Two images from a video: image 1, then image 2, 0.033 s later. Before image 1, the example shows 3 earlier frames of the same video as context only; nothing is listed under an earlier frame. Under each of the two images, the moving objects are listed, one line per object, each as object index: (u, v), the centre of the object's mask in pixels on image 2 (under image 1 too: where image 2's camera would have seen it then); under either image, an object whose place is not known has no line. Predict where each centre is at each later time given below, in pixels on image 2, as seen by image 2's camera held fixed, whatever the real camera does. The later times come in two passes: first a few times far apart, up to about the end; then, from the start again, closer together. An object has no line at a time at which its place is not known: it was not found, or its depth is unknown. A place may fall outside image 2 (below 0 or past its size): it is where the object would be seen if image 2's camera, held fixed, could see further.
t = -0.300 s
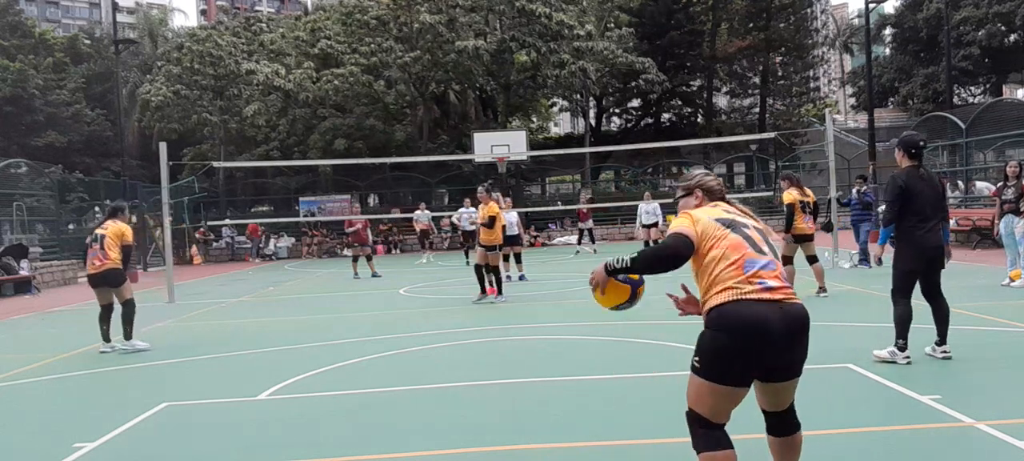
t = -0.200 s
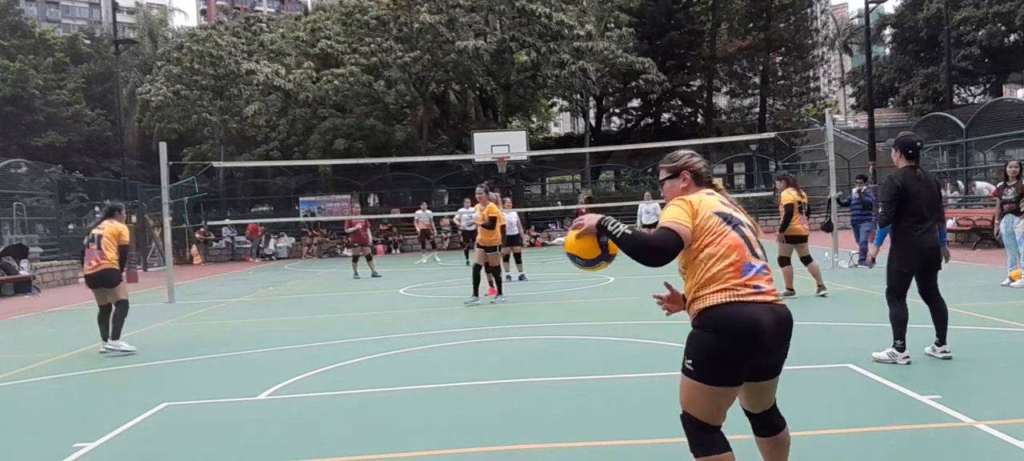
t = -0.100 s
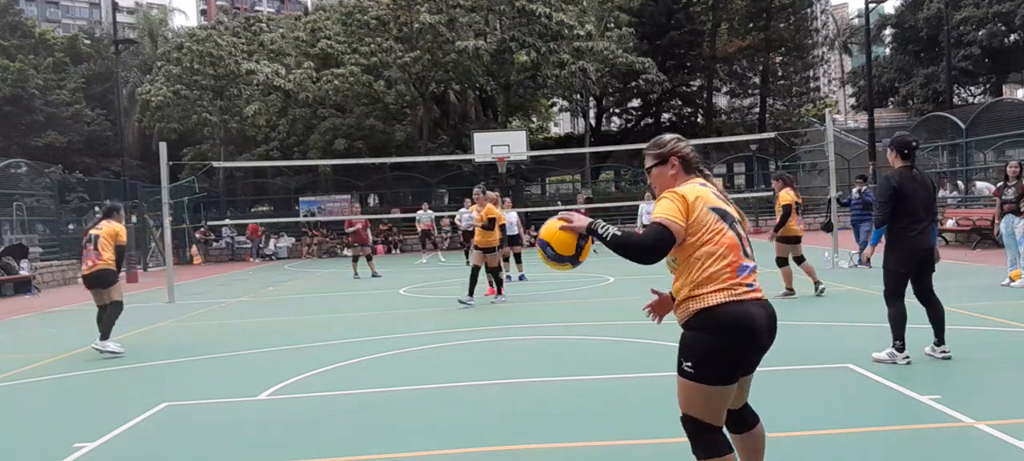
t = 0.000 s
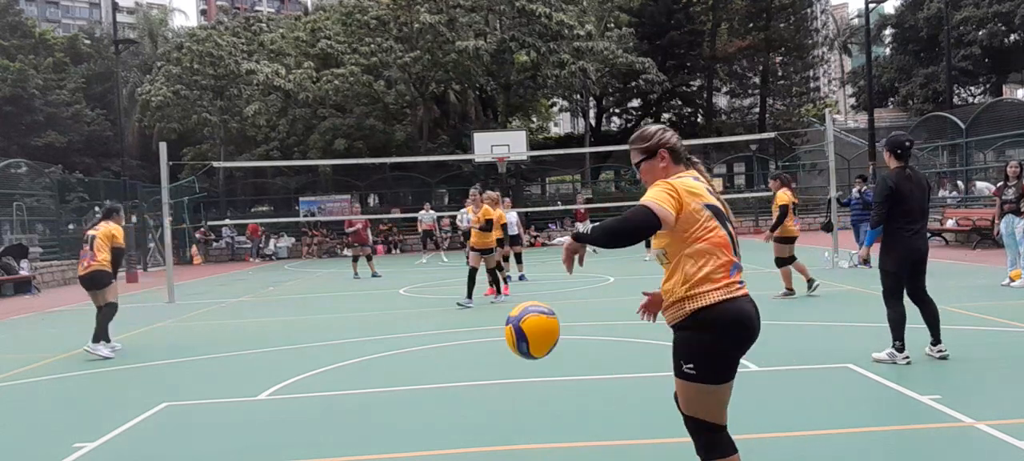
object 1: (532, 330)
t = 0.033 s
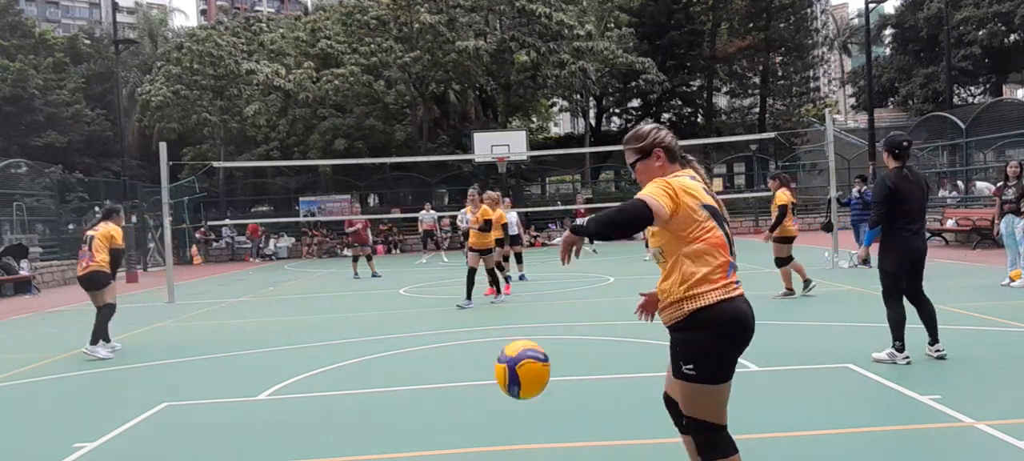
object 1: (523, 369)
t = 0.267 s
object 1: (475, 401)
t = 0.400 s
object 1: (458, 306)
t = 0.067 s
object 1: (513, 413)
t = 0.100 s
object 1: (505, 446)
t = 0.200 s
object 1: (485, 449)
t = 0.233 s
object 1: (480, 431)
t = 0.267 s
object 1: (475, 401)
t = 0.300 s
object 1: (471, 373)
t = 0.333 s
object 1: (466, 348)
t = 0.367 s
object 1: (462, 326)
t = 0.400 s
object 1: (458, 306)
